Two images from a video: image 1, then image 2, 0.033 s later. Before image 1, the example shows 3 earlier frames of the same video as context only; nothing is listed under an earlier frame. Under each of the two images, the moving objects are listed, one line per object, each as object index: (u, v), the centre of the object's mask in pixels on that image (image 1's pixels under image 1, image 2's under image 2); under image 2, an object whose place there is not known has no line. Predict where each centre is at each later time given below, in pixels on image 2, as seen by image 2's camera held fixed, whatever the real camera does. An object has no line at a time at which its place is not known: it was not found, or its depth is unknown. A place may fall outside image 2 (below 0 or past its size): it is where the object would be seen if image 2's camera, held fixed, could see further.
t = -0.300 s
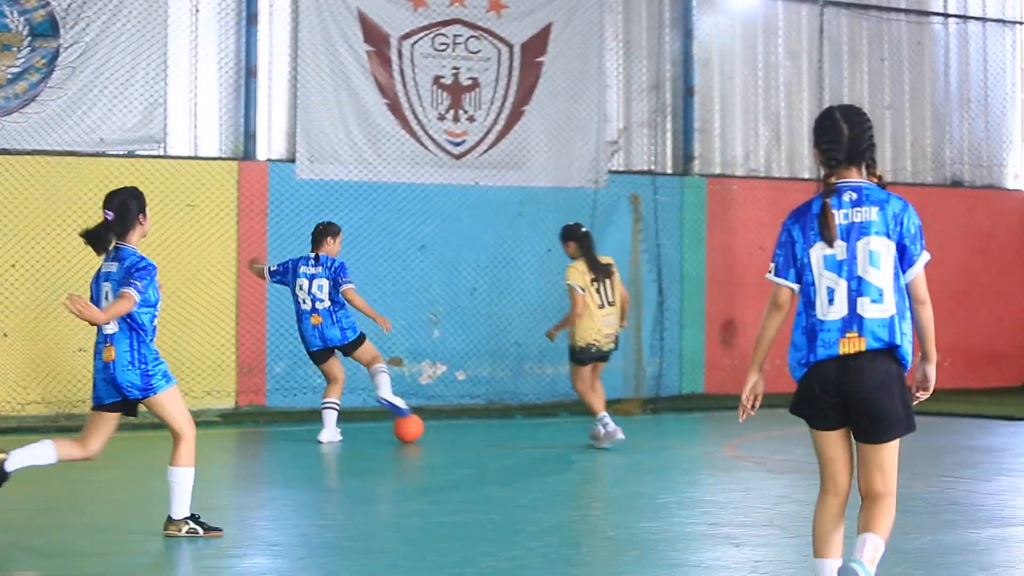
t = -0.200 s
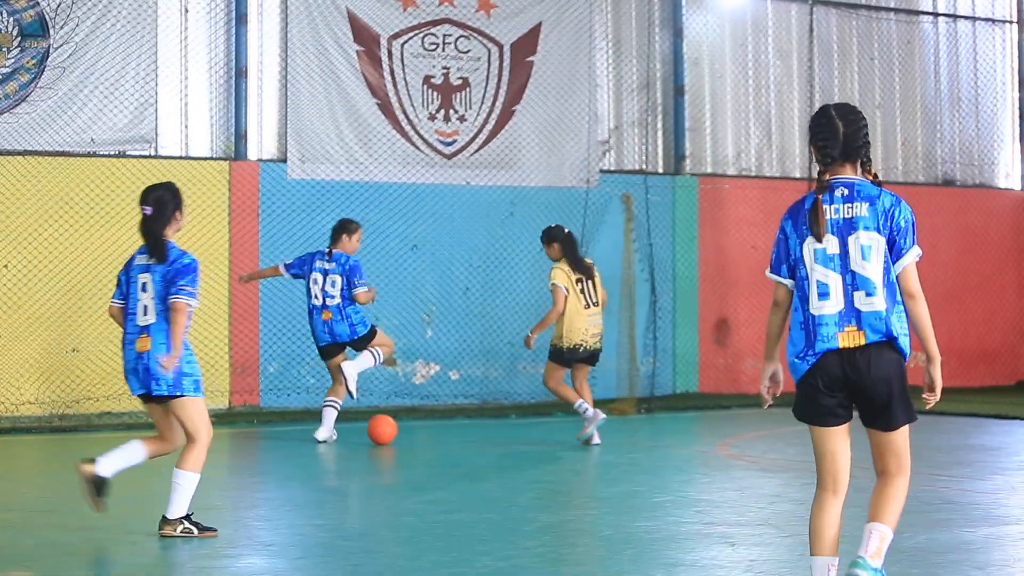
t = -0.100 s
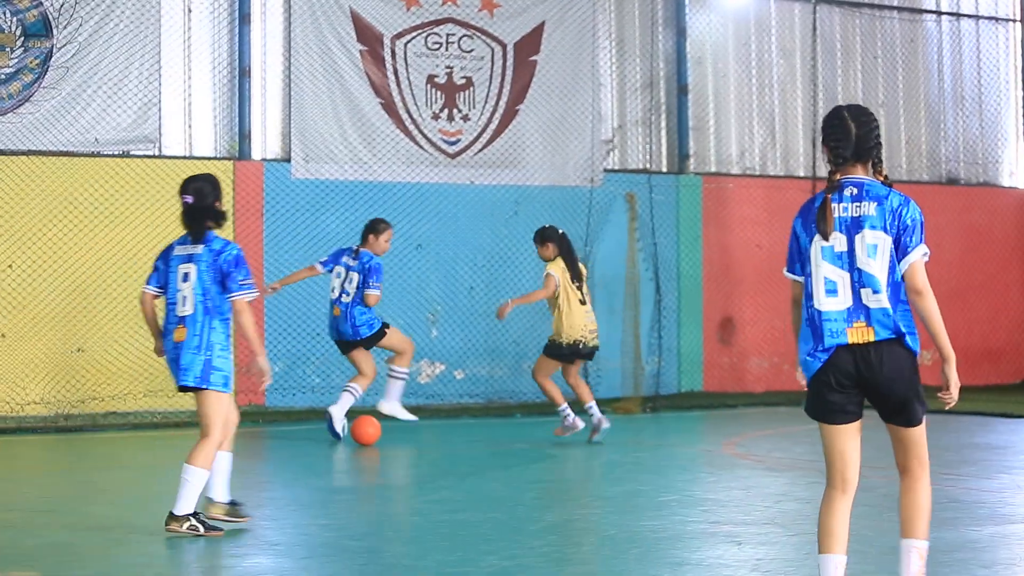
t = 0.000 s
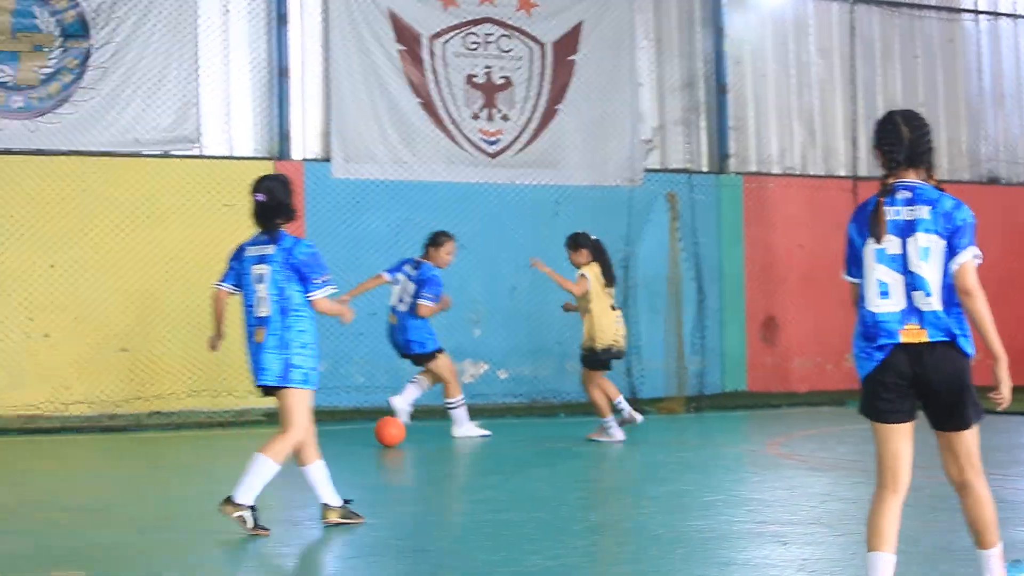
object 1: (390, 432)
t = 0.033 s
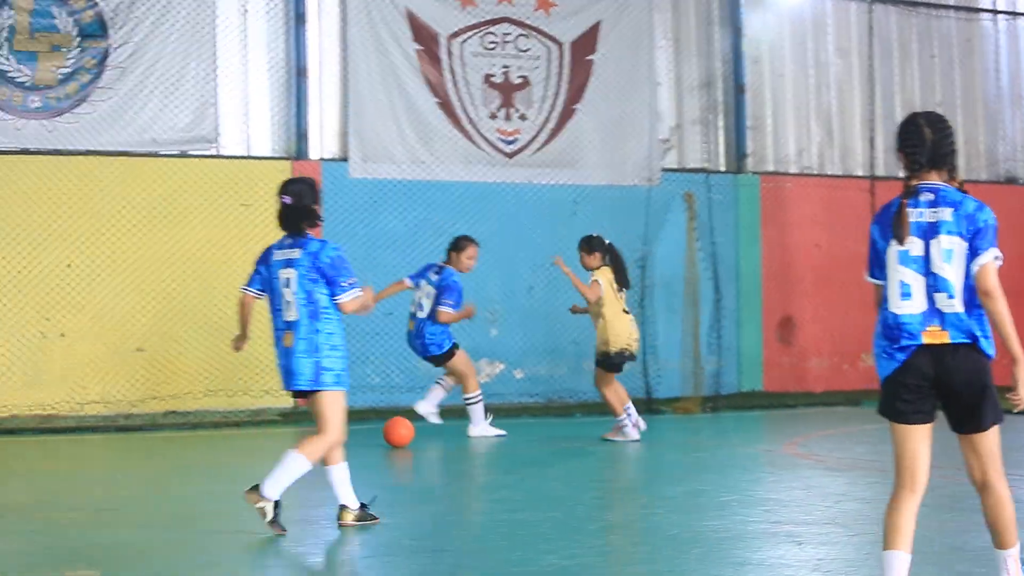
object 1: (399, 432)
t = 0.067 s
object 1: (389, 433)
